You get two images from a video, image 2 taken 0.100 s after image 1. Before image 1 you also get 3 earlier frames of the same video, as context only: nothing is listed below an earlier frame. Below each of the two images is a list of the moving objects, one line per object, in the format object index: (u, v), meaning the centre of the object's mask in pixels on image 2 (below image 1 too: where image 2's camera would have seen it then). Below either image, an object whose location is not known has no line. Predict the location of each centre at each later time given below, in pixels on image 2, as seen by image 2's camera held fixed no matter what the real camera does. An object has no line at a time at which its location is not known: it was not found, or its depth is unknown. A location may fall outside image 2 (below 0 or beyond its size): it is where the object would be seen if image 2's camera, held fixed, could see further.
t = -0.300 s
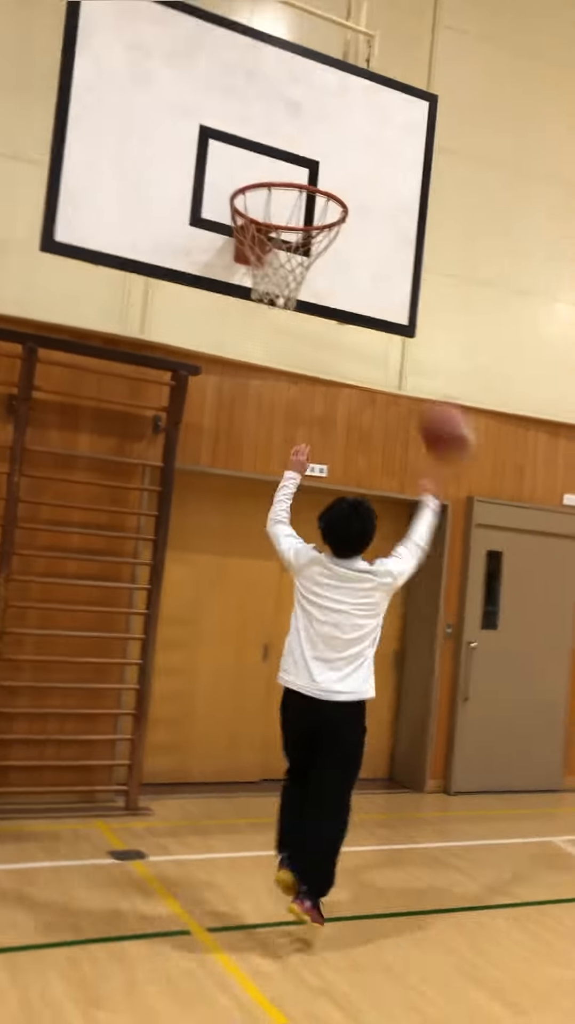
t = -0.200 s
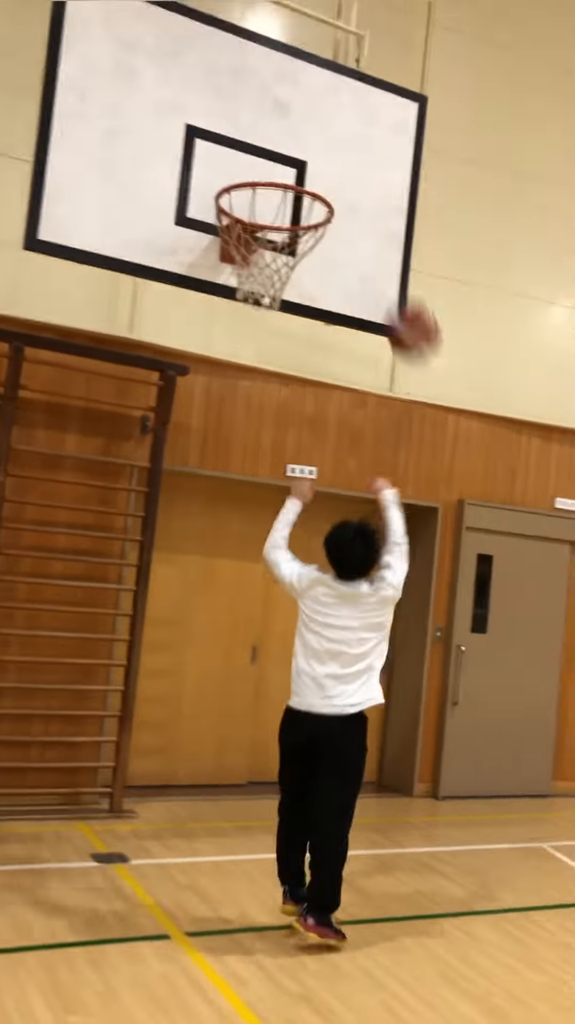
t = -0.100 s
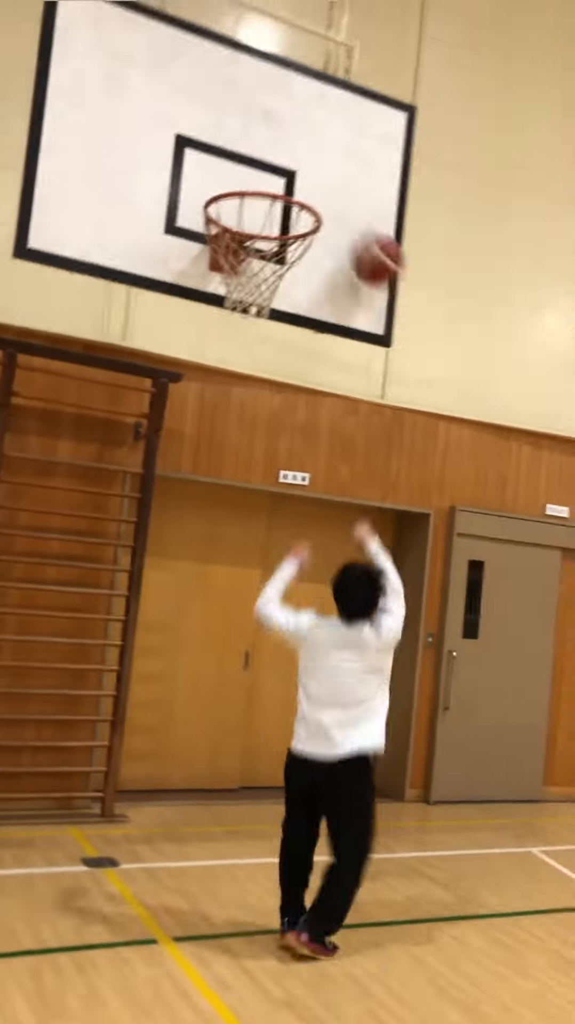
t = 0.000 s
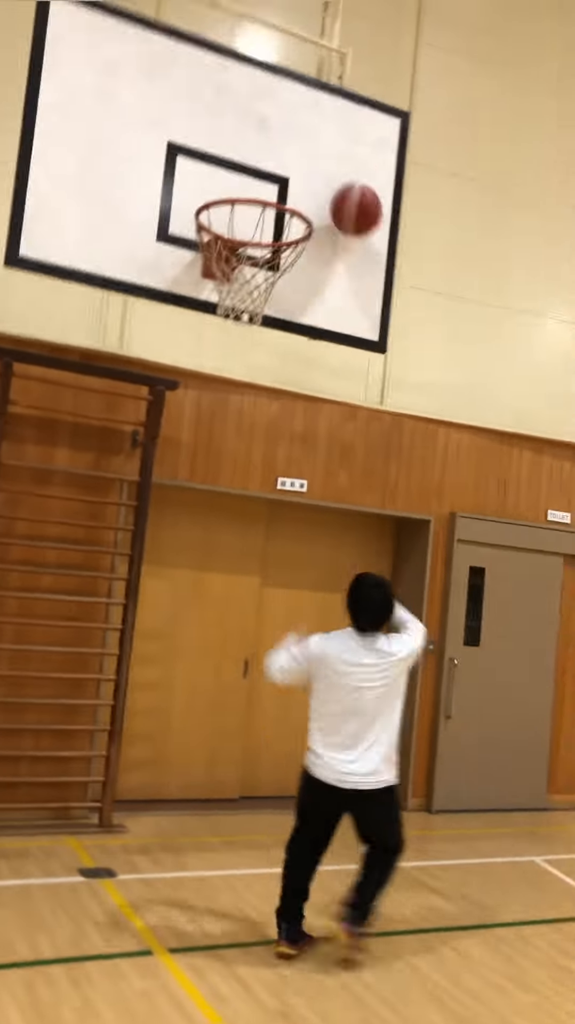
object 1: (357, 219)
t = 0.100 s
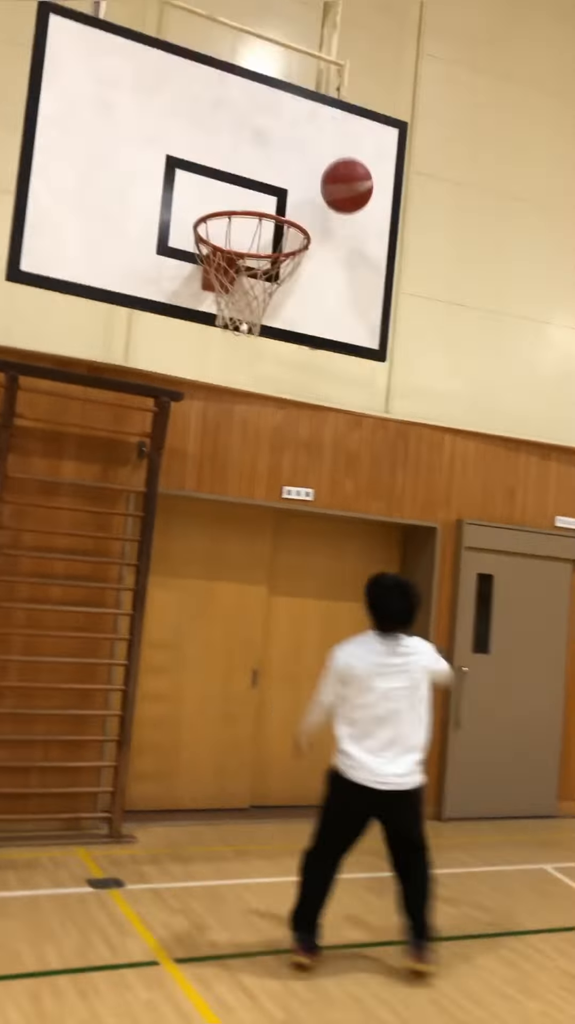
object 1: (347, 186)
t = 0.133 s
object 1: (342, 179)
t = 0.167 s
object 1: (339, 174)
